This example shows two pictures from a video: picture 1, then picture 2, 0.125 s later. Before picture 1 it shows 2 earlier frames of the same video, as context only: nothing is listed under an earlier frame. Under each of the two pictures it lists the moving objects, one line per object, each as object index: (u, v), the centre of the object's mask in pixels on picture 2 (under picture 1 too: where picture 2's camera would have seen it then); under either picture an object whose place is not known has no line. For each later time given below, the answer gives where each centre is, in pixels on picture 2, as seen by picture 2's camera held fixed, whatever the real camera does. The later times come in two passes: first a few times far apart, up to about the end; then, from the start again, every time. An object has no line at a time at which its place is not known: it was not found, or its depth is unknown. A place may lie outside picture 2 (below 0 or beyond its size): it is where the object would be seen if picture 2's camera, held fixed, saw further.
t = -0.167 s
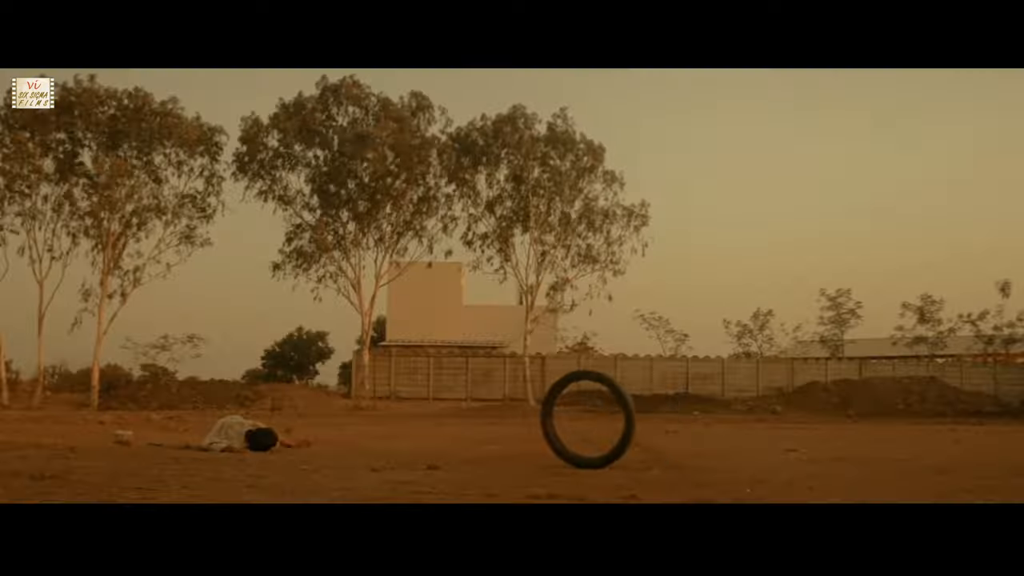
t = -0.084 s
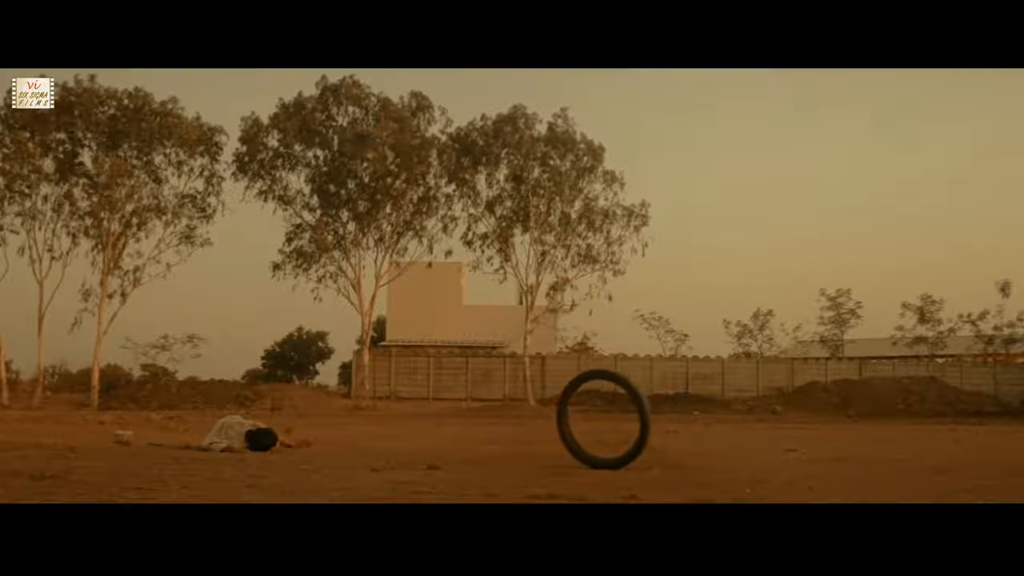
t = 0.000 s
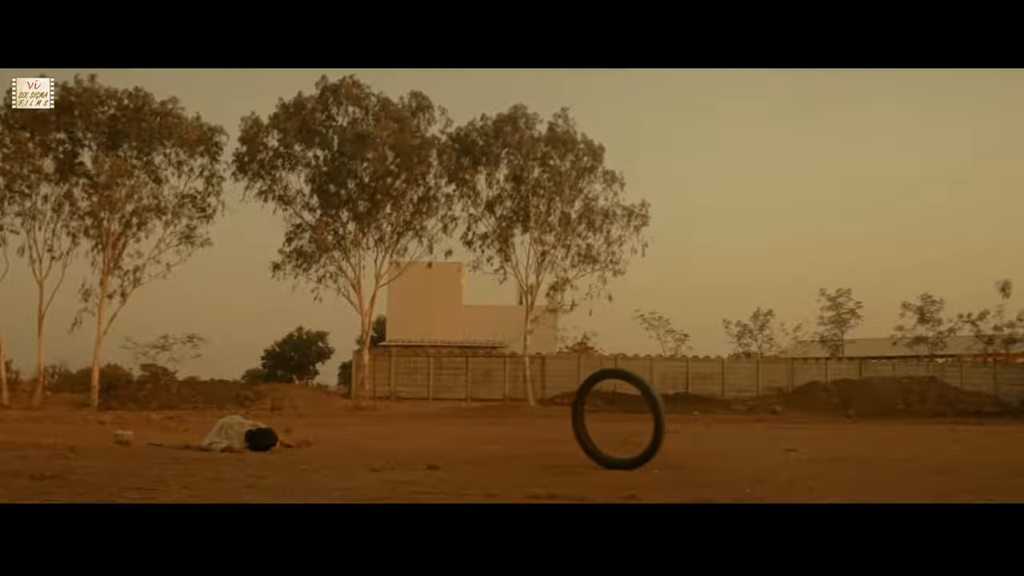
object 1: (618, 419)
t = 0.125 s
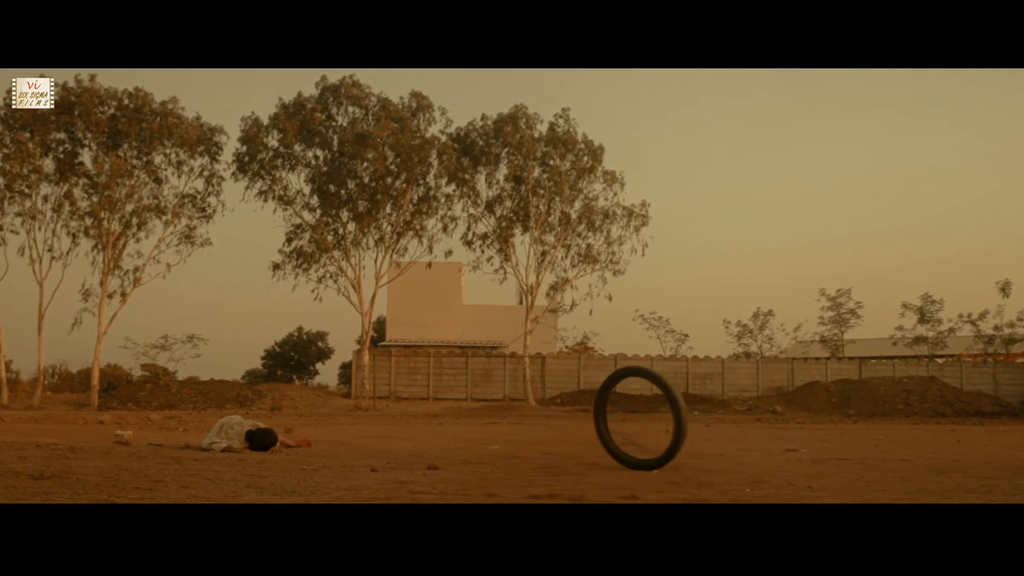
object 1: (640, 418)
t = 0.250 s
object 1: (660, 419)
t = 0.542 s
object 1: (704, 418)
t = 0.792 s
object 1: (735, 418)
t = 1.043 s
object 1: (761, 417)
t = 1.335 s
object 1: (778, 419)
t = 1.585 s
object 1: (769, 428)
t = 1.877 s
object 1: (726, 435)
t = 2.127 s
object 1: (687, 439)
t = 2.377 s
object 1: (692, 444)
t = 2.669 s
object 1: (695, 456)
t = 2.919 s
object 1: (693, 465)
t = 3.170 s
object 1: (691, 470)
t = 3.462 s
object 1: (690, 474)
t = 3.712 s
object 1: (690, 474)
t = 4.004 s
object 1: (690, 474)
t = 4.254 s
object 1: (690, 474)
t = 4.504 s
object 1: (690, 474)
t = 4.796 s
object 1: (690, 474)
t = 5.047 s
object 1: (690, 474)
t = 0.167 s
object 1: (647, 419)
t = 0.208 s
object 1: (654, 419)
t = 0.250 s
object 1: (660, 419)
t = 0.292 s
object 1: (667, 419)
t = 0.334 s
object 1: (673, 418)
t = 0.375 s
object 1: (680, 418)
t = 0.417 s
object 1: (686, 418)
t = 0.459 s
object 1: (691, 419)
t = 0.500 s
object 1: (698, 419)
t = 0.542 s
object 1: (704, 418)
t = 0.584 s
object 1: (710, 418)
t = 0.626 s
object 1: (715, 419)
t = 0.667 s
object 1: (721, 418)
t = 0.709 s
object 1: (726, 418)
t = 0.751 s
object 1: (731, 417)
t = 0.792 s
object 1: (735, 418)
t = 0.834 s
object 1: (740, 417)
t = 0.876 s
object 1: (744, 417)
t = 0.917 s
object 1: (749, 417)
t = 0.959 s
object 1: (753, 417)
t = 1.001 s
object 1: (757, 417)
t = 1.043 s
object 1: (761, 417)
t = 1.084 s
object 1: (764, 416)
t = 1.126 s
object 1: (767, 417)
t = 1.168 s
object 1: (770, 417)
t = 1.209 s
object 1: (773, 417)
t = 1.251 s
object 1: (775, 417)
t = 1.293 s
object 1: (777, 418)
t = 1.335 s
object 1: (778, 419)
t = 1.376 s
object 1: (778, 420)
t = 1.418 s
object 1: (779, 421)
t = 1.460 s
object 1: (777, 422)
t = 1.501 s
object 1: (775, 425)
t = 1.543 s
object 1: (774, 427)
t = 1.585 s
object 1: (769, 428)
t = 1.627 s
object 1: (765, 430)
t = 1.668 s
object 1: (760, 431)
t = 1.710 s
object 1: (754, 432)
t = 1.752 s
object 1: (748, 432)
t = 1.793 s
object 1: (741, 433)
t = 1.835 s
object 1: (734, 434)
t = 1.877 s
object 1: (726, 435)
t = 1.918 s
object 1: (718, 437)
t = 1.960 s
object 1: (709, 438)
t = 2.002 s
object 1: (702, 439)
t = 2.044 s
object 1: (696, 439)
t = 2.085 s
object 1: (688, 441)
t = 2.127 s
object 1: (687, 439)
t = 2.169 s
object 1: (684, 437)
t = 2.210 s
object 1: (683, 438)
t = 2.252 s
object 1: (684, 438)
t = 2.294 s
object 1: (686, 439)
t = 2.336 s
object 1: (690, 441)
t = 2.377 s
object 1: (692, 444)
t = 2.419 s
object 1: (694, 447)
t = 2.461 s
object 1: (698, 452)
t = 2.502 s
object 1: (701, 458)
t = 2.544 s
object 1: (700, 460)
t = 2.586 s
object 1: (699, 460)
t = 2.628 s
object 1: (697, 458)
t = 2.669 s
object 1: (695, 456)
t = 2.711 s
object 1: (692, 455)
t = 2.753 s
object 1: (692, 455)
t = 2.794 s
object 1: (693, 455)
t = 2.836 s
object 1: (693, 457)
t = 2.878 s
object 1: (693, 461)
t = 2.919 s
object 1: (693, 465)
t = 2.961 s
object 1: (693, 467)
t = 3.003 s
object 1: (693, 466)
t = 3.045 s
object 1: (691, 465)
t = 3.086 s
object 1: (690, 464)
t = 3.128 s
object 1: (689, 466)
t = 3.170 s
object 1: (691, 470)
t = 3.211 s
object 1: (690, 473)
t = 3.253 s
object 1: (692, 473)
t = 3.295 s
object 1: (690, 473)
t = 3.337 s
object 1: (690, 474)
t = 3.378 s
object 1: (690, 474)
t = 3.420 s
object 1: (690, 474)
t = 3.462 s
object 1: (690, 474)
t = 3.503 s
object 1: (690, 474)
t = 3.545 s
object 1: (690, 474)
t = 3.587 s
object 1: (690, 474)
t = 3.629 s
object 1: (690, 474)
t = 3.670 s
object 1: (690, 474)
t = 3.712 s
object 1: (690, 474)
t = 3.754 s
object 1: (690, 474)
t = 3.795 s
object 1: (690, 474)
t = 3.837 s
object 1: (690, 474)
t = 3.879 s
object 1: (690, 474)
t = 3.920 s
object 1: (690, 474)
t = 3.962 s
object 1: (690, 474)
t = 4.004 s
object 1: (690, 474)
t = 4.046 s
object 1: (690, 474)
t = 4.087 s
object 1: (690, 474)
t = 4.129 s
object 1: (690, 474)
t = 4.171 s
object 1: (690, 474)
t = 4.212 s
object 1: (690, 474)
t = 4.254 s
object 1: (690, 474)
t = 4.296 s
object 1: (690, 474)
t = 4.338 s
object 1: (690, 474)
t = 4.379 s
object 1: (690, 474)
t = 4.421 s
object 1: (690, 474)
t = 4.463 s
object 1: (690, 474)
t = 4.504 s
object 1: (690, 474)
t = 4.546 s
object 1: (690, 474)
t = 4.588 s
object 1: (690, 474)
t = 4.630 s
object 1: (690, 474)
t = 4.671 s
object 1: (690, 474)
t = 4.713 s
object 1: (690, 474)
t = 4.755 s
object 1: (690, 474)
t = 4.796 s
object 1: (690, 474)
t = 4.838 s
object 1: (690, 474)
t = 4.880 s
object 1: (690, 474)
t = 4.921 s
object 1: (690, 474)
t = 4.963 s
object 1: (691, 474)
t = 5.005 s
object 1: (690, 474)
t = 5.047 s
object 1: (690, 474)
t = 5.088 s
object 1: (690, 474)
